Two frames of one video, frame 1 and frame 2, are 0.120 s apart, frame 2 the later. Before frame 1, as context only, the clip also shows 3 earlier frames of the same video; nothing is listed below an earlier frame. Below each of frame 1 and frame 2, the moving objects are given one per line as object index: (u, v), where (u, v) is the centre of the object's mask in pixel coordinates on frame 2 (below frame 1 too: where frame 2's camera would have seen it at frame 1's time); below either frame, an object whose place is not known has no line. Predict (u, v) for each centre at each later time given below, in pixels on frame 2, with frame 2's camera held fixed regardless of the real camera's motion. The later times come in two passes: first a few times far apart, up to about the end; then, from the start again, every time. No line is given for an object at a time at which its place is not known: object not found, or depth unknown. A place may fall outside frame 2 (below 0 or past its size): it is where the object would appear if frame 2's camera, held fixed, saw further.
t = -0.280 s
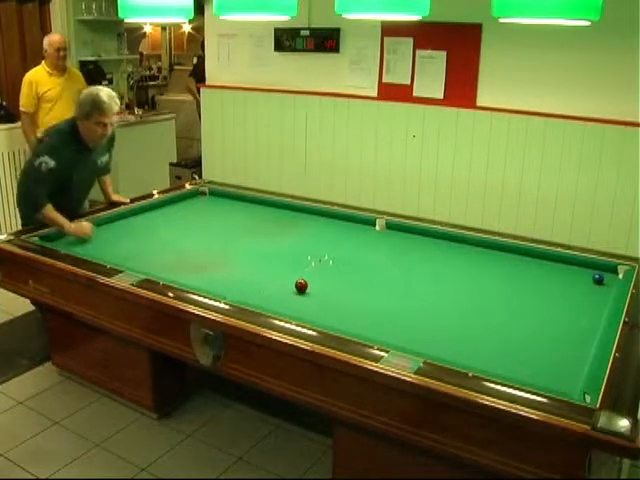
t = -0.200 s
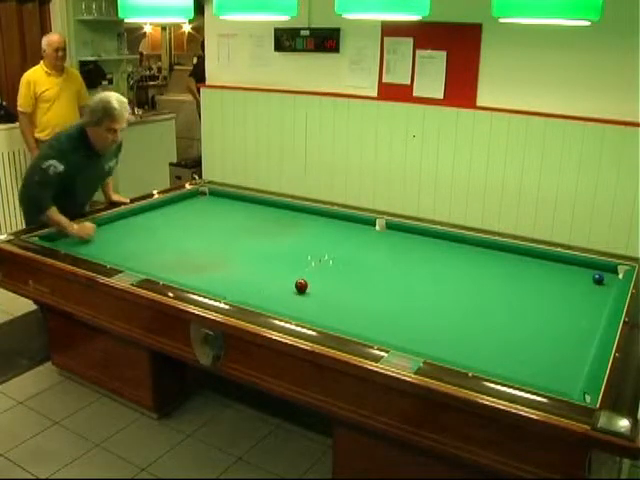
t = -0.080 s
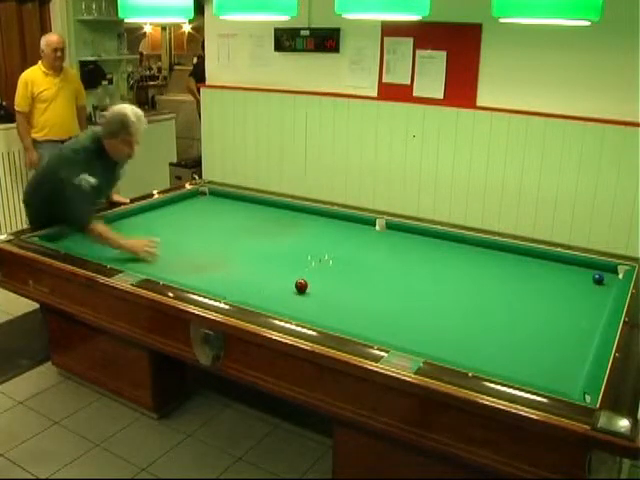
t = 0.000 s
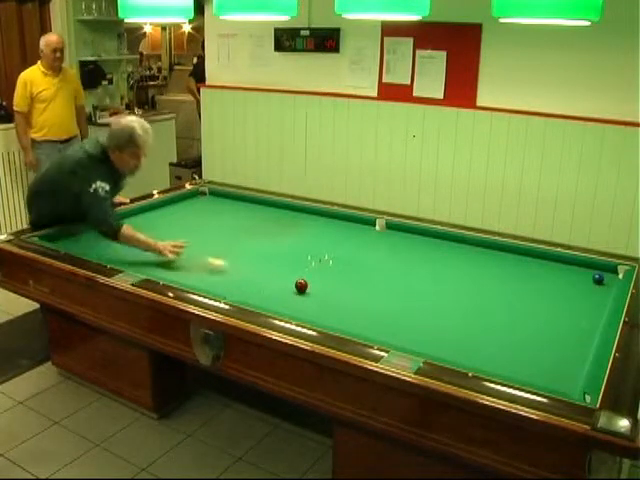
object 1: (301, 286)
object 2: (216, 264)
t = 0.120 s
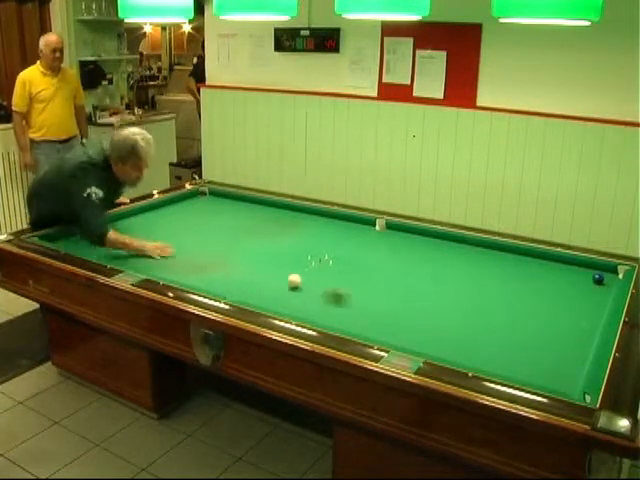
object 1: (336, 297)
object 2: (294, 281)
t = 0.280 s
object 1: (506, 344)
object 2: (308, 279)
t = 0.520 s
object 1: (436, 330)
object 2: (329, 276)
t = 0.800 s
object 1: (262, 285)
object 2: (351, 272)
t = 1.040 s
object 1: (162, 260)
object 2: (369, 269)
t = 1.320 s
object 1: (71, 234)
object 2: (389, 265)
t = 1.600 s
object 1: (124, 250)
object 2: (407, 262)
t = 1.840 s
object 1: (171, 265)
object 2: (421, 260)
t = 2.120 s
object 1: (235, 284)
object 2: (438, 256)
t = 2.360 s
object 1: (296, 303)
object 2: (450, 254)
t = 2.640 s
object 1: (379, 327)
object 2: (464, 252)
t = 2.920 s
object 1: (474, 355)
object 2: (477, 249)
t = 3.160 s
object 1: (565, 380)
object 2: (488, 247)
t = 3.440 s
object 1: (509, 365)
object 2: (494, 248)
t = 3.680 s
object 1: (455, 351)
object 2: (496, 251)
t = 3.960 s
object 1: (397, 336)
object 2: (499, 254)
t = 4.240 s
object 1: (344, 321)
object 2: (501, 256)
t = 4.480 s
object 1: (303, 310)
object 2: (503, 258)
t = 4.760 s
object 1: (259, 298)
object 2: (506, 261)
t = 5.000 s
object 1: (225, 288)
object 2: (508, 263)
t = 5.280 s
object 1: (188, 278)
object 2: (510, 265)
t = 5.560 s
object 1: (156, 269)
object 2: (512, 266)
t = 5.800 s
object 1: (131, 261)
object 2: (513, 268)
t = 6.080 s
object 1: (104, 253)
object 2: (515, 270)
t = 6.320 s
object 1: (83, 247)
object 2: (516, 270)
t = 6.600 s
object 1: (61, 240)
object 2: (517, 271)
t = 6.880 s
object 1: (59, 240)
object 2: (518, 272)
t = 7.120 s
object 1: (70, 244)
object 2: (518, 272)
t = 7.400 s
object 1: (82, 247)
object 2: (519, 272)
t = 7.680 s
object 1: (95, 250)
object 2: (519, 273)
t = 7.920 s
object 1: (105, 254)
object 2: (519, 273)
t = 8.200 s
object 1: (117, 258)
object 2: (519, 273)
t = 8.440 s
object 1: (128, 261)
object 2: (519, 272)
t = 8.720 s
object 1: (140, 264)
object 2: (519, 272)
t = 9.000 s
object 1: (153, 267)
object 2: (519, 273)
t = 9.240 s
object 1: (163, 270)
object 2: (519, 273)
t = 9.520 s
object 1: (175, 273)
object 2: (519, 273)
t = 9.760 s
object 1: (185, 276)
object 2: (519, 272)
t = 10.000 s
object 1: (193, 279)
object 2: (519, 273)
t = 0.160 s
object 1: (374, 308)
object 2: (297, 281)
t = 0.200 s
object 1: (417, 320)
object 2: (301, 281)
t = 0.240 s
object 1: (459, 331)
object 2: (305, 280)
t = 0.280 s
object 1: (506, 344)
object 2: (308, 279)
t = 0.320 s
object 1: (554, 358)
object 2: (312, 279)
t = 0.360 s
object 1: (577, 363)
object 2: (315, 278)
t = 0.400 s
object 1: (539, 355)
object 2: (319, 278)
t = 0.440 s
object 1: (503, 345)
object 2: (322, 277)
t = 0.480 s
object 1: (469, 337)
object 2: (326, 276)
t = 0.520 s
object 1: (436, 330)
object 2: (329, 276)
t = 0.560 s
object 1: (407, 322)
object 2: (332, 275)
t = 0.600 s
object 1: (377, 314)
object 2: (335, 275)
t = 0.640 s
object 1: (351, 308)
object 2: (339, 274)
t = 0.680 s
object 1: (327, 302)
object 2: (342, 273)
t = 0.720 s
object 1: (303, 295)
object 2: (345, 273)
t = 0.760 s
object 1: (282, 290)
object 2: (348, 272)
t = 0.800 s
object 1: (262, 285)
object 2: (351, 272)
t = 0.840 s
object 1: (243, 280)
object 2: (354, 271)
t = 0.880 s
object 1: (225, 275)
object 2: (357, 271)
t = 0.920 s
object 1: (209, 271)
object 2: (360, 270)
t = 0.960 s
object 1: (193, 267)
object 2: (363, 270)
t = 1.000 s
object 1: (177, 263)
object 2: (366, 269)
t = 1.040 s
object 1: (162, 260)
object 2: (369, 269)
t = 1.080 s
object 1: (148, 255)
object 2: (372, 268)
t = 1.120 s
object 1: (134, 251)
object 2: (375, 267)
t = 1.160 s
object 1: (120, 247)
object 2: (378, 267)
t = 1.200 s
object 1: (107, 245)
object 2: (380, 266)
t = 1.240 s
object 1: (95, 241)
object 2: (383, 266)
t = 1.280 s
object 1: (83, 237)
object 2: (385, 266)
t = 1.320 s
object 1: (71, 234)
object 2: (389, 265)
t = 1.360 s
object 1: (71, 235)
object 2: (391, 265)
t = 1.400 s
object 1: (82, 238)
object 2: (394, 264)
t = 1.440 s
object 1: (91, 241)
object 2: (397, 264)
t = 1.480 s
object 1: (101, 244)
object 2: (399, 264)
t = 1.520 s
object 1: (109, 246)
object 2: (402, 263)
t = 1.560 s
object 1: (116, 248)
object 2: (404, 263)
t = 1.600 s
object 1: (124, 250)
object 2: (407, 262)
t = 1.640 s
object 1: (132, 252)
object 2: (409, 262)
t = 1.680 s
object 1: (139, 255)
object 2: (412, 262)
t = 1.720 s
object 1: (147, 258)
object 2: (414, 261)
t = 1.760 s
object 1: (155, 260)
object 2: (417, 260)
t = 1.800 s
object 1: (163, 263)
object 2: (418, 260)
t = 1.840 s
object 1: (171, 265)
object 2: (421, 260)
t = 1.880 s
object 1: (180, 268)
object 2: (424, 259)
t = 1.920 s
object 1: (188, 270)
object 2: (426, 259)
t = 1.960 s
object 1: (197, 273)
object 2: (428, 258)
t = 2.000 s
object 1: (206, 276)
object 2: (431, 258)
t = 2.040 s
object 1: (216, 279)
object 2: (433, 257)
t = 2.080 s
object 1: (225, 281)
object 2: (435, 257)
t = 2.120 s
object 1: (235, 284)
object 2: (438, 256)
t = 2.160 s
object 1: (245, 287)
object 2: (440, 256)
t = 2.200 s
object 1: (254, 290)
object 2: (442, 256)
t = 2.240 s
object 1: (264, 294)
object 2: (443, 255)
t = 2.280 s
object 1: (275, 296)
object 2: (446, 254)
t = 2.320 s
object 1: (285, 300)
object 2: (449, 254)
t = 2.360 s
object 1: (296, 303)
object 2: (450, 254)
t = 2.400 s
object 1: (308, 306)
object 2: (453, 254)
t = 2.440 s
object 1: (319, 309)
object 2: (454, 253)
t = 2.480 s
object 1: (330, 312)
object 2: (456, 253)
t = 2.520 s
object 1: (342, 316)
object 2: (458, 252)
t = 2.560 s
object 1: (354, 319)
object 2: (460, 252)
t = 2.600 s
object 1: (367, 323)
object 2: (462, 252)
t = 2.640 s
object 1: (379, 327)
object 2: (464, 252)
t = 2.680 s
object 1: (392, 331)
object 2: (466, 252)
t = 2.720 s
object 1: (405, 334)
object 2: (468, 251)
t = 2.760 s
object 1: (418, 338)
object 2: (470, 250)
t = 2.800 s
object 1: (432, 341)
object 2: (472, 250)
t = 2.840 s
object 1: (445, 346)
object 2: (474, 250)
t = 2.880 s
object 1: (459, 350)
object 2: (475, 249)
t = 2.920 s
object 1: (474, 355)
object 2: (477, 249)
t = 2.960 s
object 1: (488, 360)
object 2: (479, 249)
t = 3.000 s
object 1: (503, 362)
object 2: (480, 248)
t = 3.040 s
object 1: (518, 366)
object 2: (483, 248)
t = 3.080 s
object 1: (533, 371)
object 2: (484, 248)
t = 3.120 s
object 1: (549, 375)
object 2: (486, 247)
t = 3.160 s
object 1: (565, 380)
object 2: (488, 247)
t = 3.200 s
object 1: (576, 382)
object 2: (489, 247)
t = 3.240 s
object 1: (563, 380)
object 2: (491, 247)
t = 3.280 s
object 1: (551, 377)
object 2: (492, 247)
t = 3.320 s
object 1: (539, 374)
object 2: (492, 247)
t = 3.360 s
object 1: (529, 371)
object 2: (493, 248)
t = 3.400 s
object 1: (519, 368)
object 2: (493, 248)
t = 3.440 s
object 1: (509, 365)
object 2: (494, 248)
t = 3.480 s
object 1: (500, 363)
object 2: (494, 249)
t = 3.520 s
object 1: (491, 361)
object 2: (494, 249)
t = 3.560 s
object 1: (482, 359)
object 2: (495, 250)
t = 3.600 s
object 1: (473, 356)
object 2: (495, 250)
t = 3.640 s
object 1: (463, 354)
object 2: (496, 250)
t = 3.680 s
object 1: (455, 351)
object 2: (496, 251)
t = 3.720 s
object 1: (446, 349)
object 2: (497, 251)
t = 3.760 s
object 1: (438, 347)
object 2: (497, 252)
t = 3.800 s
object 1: (429, 344)
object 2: (497, 252)
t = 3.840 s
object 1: (421, 342)
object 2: (498, 253)
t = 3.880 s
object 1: (413, 340)
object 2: (498, 253)
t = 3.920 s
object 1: (404, 338)
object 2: (499, 253)
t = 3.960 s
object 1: (397, 336)
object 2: (499, 254)
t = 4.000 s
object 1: (389, 334)
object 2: (500, 254)
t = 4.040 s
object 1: (381, 331)
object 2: (500, 255)
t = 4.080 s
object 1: (373, 329)
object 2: (500, 255)
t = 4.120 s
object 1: (366, 327)
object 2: (500, 255)
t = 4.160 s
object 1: (358, 326)
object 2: (501, 256)
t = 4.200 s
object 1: (351, 324)
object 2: (501, 256)
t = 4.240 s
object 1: (344, 321)
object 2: (501, 256)
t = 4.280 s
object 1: (336, 319)
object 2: (502, 257)
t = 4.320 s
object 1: (330, 317)
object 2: (502, 257)
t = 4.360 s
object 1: (323, 315)
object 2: (502, 258)
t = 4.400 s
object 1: (316, 313)
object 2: (503, 258)
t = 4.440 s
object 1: (309, 312)
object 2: (503, 258)
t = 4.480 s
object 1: (303, 310)
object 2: (503, 258)
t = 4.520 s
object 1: (296, 308)
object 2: (503, 259)
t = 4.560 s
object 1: (289, 306)
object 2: (504, 259)
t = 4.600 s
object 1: (283, 304)
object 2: (504, 259)
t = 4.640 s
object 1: (277, 303)
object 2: (505, 260)
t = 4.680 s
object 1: (271, 301)
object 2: (505, 260)
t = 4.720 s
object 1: (265, 299)
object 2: (506, 260)
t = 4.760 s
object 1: (259, 298)
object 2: (506, 261)
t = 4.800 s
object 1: (253, 296)
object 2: (506, 261)
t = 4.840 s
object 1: (247, 295)
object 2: (507, 262)
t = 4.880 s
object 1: (241, 293)
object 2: (507, 262)
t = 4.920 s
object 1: (235, 291)
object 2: (507, 262)
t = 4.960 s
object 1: (230, 290)
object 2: (507, 263)
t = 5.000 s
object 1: (225, 288)
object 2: (508, 263)
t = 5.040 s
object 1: (219, 287)
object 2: (508, 263)
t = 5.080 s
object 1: (214, 285)
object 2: (508, 263)
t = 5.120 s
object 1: (209, 283)
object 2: (509, 264)
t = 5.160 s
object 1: (204, 282)
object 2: (509, 264)
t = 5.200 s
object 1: (198, 281)
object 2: (510, 264)
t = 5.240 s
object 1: (193, 279)
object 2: (510, 265)
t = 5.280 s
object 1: (188, 278)
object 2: (510, 265)
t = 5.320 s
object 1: (184, 277)
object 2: (510, 265)
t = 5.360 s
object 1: (179, 275)
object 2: (511, 265)
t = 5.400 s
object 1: (174, 274)
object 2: (511, 266)
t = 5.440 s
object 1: (169, 273)
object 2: (511, 266)
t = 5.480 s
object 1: (165, 271)
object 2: (511, 266)
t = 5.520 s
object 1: (161, 270)
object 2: (511, 266)
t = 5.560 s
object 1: (156, 269)
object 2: (512, 266)
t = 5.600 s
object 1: (152, 267)
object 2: (512, 267)
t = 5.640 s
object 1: (147, 266)
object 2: (512, 267)
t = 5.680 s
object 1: (143, 265)
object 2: (512, 267)
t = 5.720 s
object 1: (139, 263)
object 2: (513, 268)
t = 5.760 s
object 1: (135, 262)
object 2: (513, 268)
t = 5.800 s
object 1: (131, 261)
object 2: (513, 268)
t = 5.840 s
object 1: (127, 260)
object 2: (513, 268)
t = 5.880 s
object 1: (123, 259)
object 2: (514, 268)
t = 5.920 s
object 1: (119, 258)
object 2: (514, 269)
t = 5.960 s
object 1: (116, 257)
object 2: (514, 269)
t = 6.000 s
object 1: (112, 255)
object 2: (514, 269)
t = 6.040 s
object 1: (108, 254)
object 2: (514, 269)
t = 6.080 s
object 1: (104, 253)
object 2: (515, 270)
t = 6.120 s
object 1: (101, 252)
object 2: (515, 270)
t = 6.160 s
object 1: (97, 251)
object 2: (515, 270)
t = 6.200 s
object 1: (93, 250)
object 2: (515, 270)
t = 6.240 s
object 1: (90, 249)
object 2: (515, 270)
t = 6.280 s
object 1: (86, 248)
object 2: (515, 270)
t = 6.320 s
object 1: (83, 247)
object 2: (516, 270)
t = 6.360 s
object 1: (80, 246)
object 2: (516, 271)
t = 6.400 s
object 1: (77, 245)
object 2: (516, 271)
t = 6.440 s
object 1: (73, 244)
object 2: (516, 271)
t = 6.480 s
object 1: (70, 243)
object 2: (516, 271)
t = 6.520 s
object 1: (67, 243)
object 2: (517, 271)
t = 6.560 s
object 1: (65, 241)
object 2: (517, 271)
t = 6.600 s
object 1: (61, 240)
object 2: (517, 271)
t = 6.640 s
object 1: (58, 239)
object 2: (517, 272)
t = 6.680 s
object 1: (55, 238)
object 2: (517, 272)
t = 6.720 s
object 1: (54, 238)
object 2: (517, 272)
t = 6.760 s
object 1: (54, 238)
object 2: (518, 272)
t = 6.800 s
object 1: (56, 239)
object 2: (518, 272)
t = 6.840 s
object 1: (57, 240)
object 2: (518, 272)
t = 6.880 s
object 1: (59, 240)
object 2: (518, 272)
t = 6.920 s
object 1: (60, 240)
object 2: (518, 272)
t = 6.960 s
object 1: (63, 241)
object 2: (518, 272)
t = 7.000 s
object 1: (64, 241)
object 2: (518, 272)
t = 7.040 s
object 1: (66, 242)
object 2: (518, 272)
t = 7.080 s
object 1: (68, 243)
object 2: (519, 272)
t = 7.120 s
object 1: (70, 244)
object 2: (518, 272)
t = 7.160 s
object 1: (71, 244)
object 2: (518, 272)
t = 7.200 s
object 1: (73, 245)
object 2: (518, 272)
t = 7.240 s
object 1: (75, 245)
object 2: (518, 272)
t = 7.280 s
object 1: (77, 246)
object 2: (518, 272)
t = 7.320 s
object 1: (79, 246)
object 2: (519, 272)
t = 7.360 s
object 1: (80, 246)
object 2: (519, 272)
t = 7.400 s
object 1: (82, 247)
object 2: (519, 272)
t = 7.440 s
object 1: (84, 248)
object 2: (519, 272)
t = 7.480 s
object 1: (86, 248)
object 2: (519, 272)
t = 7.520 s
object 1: (87, 249)
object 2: (519, 273)
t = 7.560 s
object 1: (89, 249)
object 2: (519, 273)
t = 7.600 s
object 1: (91, 249)
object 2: (519, 273)
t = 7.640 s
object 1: (93, 250)
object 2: (519, 273)
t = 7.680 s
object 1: (95, 250)
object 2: (519, 273)
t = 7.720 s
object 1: (96, 251)
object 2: (519, 273)
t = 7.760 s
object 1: (98, 251)
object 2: (519, 273)
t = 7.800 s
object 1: (100, 252)
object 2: (519, 273)
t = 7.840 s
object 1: (101, 252)
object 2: (519, 273)
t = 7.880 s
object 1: (103, 253)
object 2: (519, 273)
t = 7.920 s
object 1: (105, 254)
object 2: (519, 273)
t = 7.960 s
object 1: (107, 254)
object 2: (519, 273)
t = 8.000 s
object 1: (108, 255)
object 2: (519, 273)
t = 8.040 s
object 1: (110, 255)
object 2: (519, 273)
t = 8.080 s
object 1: (112, 256)
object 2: (519, 273)
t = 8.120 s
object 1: (114, 257)
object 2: (519, 273)
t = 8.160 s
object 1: (116, 257)
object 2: (519, 273)
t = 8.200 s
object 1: (117, 258)
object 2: (519, 273)
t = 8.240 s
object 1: (119, 258)
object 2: (519, 273)
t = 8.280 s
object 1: (121, 258)
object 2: (519, 273)
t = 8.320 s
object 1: (123, 259)
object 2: (519, 273)
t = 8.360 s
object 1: (124, 260)
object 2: (519, 272)
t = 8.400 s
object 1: (126, 260)
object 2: (519, 273)
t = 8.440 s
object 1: (128, 261)
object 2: (519, 272)
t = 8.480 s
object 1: (130, 261)
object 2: (519, 272)
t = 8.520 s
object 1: (132, 262)
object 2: (519, 272)
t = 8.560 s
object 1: (133, 262)
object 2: (519, 272)
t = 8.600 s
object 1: (135, 263)
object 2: (519, 272)
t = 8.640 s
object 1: (137, 263)
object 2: (519, 272)
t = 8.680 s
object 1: (139, 264)
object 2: (519, 272)
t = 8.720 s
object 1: (140, 264)
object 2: (519, 272)
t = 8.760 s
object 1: (142, 265)
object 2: (519, 273)
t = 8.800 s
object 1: (144, 265)
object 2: (519, 273)
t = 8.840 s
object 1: (146, 265)
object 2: (519, 272)
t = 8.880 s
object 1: (147, 266)
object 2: (519, 273)
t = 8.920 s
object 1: (149, 266)
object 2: (519, 273)
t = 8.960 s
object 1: (151, 267)
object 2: (519, 272)
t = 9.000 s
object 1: (153, 267)
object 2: (519, 273)
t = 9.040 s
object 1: (155, 268)
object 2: (519, 273)
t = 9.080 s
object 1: (156, 268)
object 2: (519, 272)
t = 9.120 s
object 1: (158, 269)
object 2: (519, 273)
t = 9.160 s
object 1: (160, 269)
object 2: (519, 273)
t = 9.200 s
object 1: (161, 270)
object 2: (519, 273)
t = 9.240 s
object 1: (163, 270)
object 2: (519, 273)
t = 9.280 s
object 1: (165, 271)
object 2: (519, 273)
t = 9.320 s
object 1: (166, 271)
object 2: (519, 273)
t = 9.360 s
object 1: (168, 272)
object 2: (519, 273)
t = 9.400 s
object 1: (170, 272)
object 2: (519, 273)
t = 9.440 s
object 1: (172, 272)
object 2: (519, 273)
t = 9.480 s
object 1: (173, 273)
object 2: (519, 273)
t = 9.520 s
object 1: (175, 273)
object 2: (519, 273)
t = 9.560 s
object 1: (176, 274)
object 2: (519, 273)
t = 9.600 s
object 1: (178, 274)
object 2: (519, 272)
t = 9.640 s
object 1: (180, 274)
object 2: (519, 272)
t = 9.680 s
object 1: (181, 275)
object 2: (519, 272)
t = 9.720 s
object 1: (183, 275)
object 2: (519, 272)
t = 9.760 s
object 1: (185, 276)
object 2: (519, 272)
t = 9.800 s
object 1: (186, 276)
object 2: (519, 272)
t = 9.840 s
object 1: (188, 277)
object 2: (519, 272)
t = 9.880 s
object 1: (189, 277)
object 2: (519, 273)
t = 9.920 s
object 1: (190, 278)
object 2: (519, 273)
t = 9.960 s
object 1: (192, 278)
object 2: (519, 273)
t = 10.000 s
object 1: (193, 279)
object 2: (519, 273)
